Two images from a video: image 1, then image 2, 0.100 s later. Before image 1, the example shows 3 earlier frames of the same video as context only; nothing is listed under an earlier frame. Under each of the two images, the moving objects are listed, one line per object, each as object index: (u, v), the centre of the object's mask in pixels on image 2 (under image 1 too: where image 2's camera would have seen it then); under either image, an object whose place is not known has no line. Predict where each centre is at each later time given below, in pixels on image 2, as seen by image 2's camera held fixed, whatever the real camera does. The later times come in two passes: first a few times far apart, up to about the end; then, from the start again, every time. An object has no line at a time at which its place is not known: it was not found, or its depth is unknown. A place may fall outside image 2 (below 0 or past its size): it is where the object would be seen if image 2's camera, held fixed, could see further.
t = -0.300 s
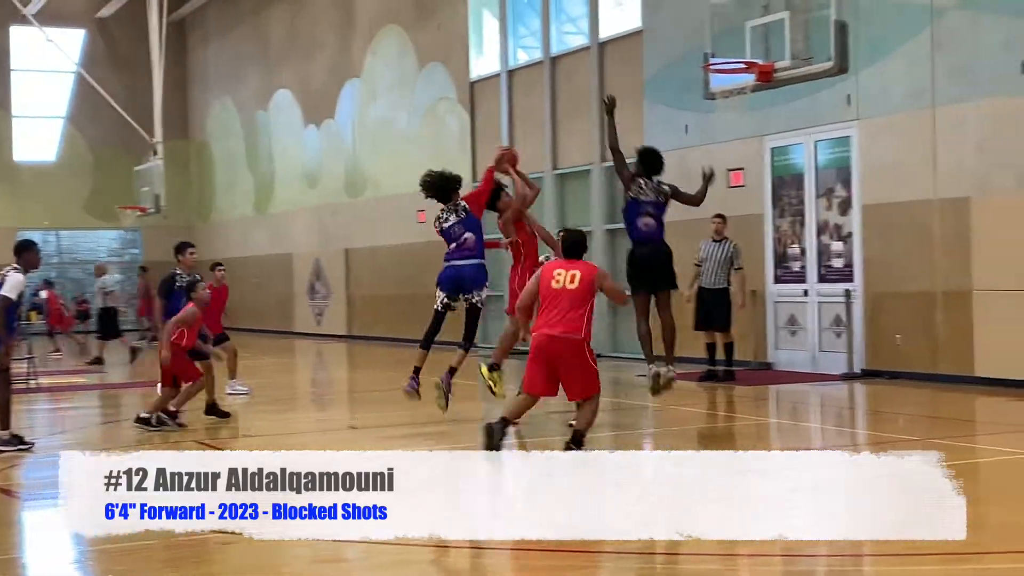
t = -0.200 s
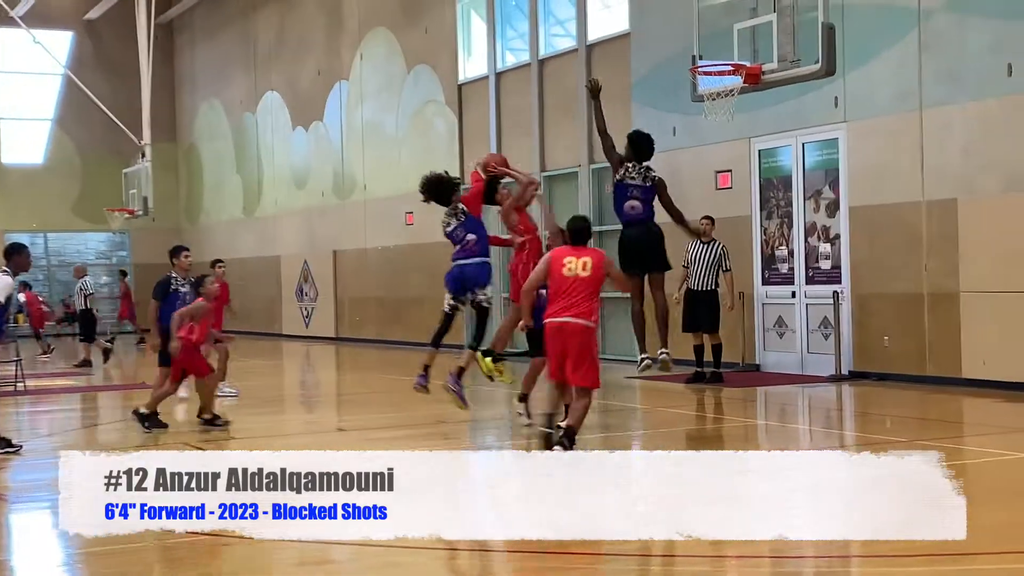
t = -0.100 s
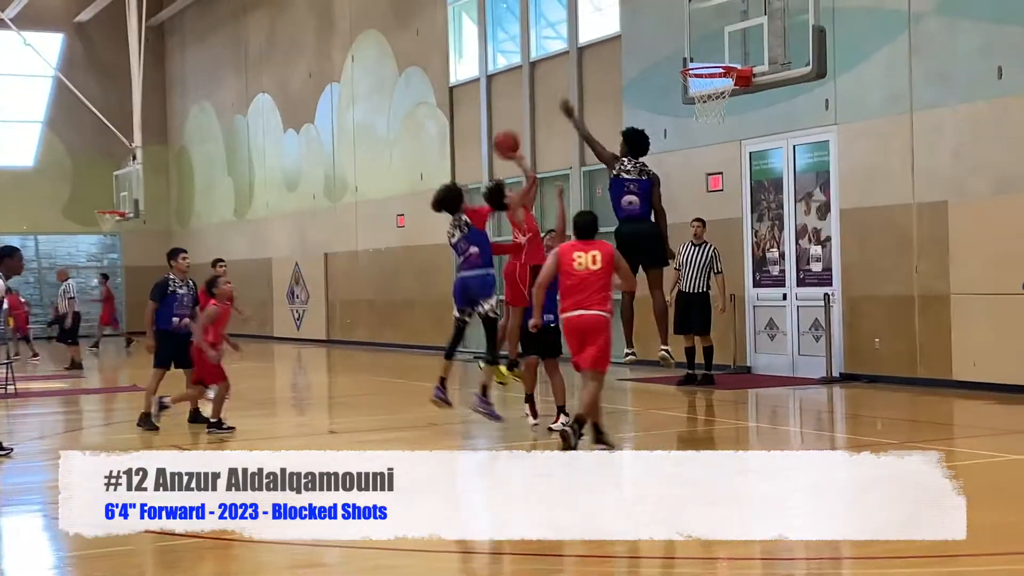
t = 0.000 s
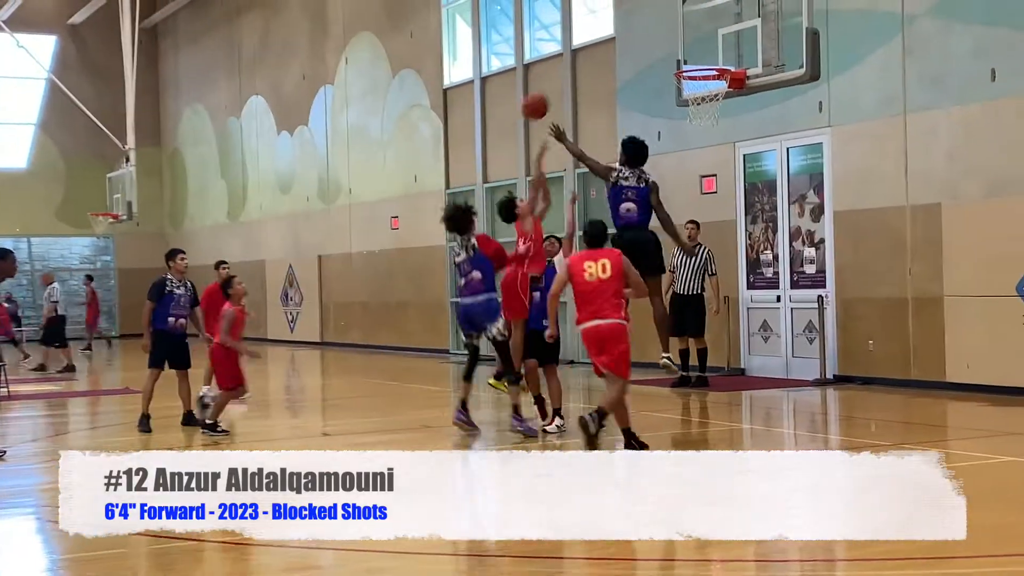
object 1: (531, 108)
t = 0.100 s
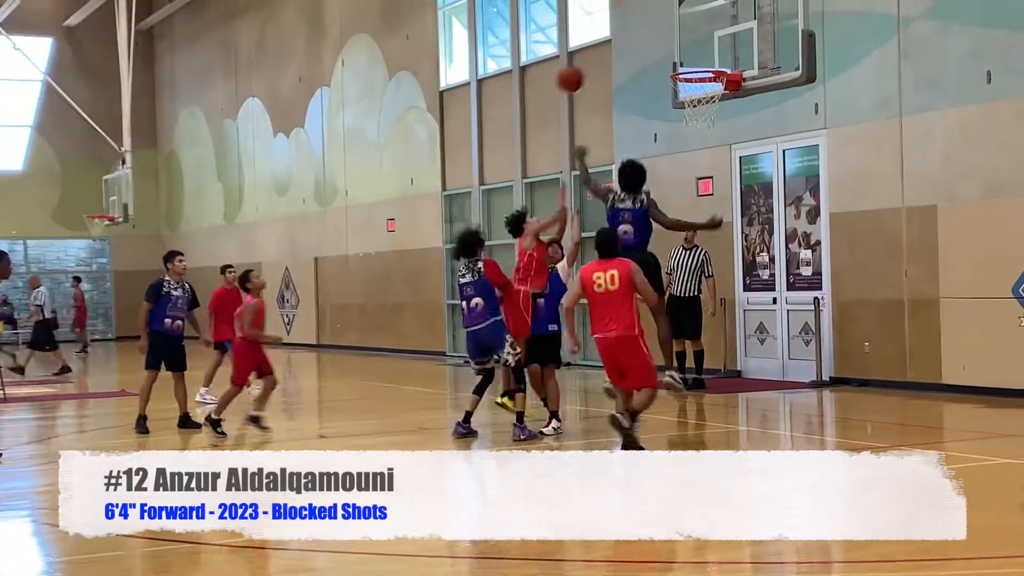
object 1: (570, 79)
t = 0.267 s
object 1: (635, 53)
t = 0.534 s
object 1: (718, 50)
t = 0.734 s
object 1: (740, 44)
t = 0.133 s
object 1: (583, 71)
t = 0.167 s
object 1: (596, 65)
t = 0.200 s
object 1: (609, 60)
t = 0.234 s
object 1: (622, 56)
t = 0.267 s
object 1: (635, 53)
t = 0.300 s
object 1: (648, 52)
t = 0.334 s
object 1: (661, 52)
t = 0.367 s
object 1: (674, 54)
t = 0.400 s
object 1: (688, 56)
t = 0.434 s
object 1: (700, 59)
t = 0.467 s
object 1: (711, 60)
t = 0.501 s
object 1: (715, 55)
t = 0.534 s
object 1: (718, 50)
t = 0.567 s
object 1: (722, 46)
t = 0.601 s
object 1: (725, 43)
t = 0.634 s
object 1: (729, 41)
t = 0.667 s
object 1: (733, 41)
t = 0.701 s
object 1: (737, 42)
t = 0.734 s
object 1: (740, 44)
